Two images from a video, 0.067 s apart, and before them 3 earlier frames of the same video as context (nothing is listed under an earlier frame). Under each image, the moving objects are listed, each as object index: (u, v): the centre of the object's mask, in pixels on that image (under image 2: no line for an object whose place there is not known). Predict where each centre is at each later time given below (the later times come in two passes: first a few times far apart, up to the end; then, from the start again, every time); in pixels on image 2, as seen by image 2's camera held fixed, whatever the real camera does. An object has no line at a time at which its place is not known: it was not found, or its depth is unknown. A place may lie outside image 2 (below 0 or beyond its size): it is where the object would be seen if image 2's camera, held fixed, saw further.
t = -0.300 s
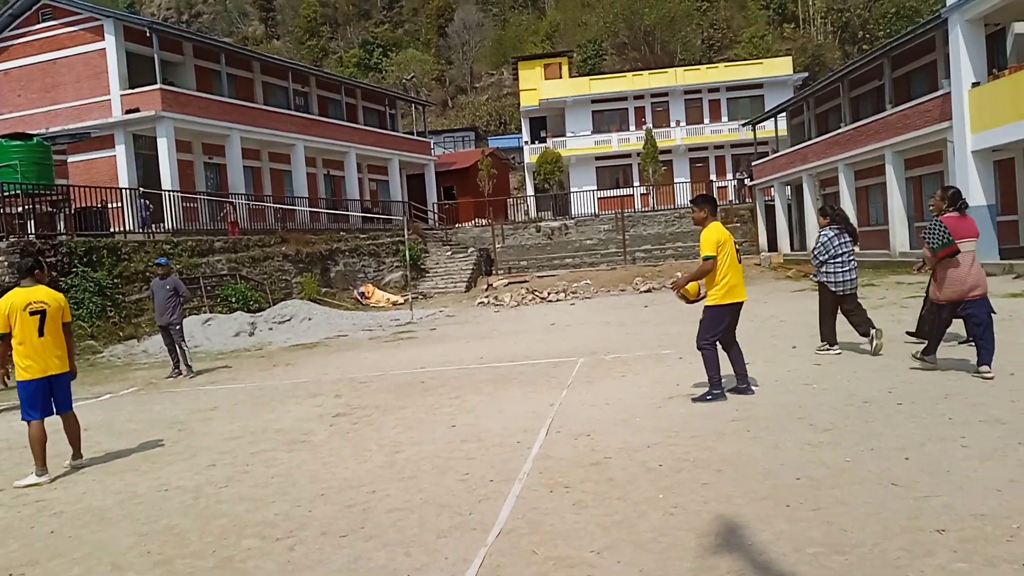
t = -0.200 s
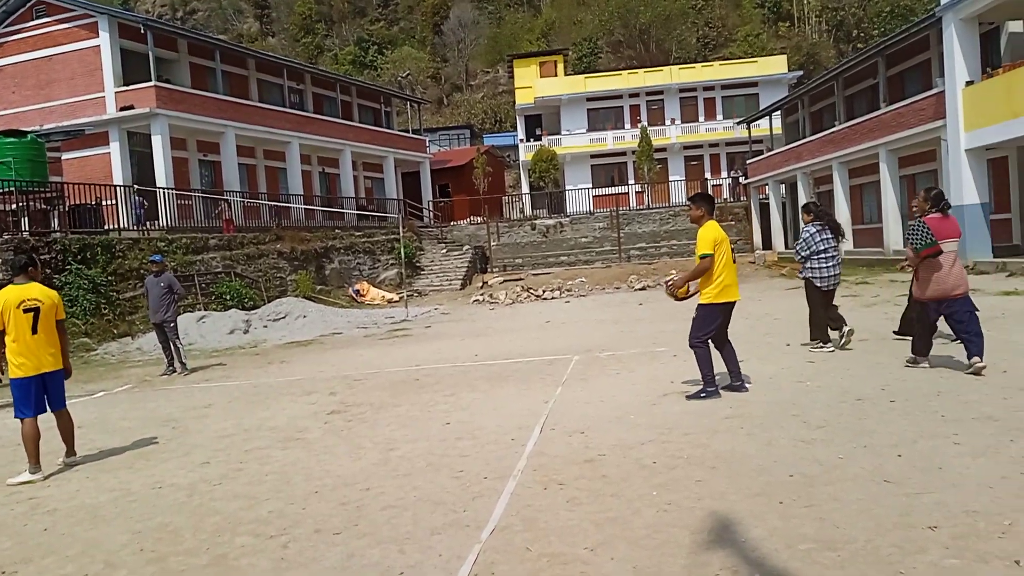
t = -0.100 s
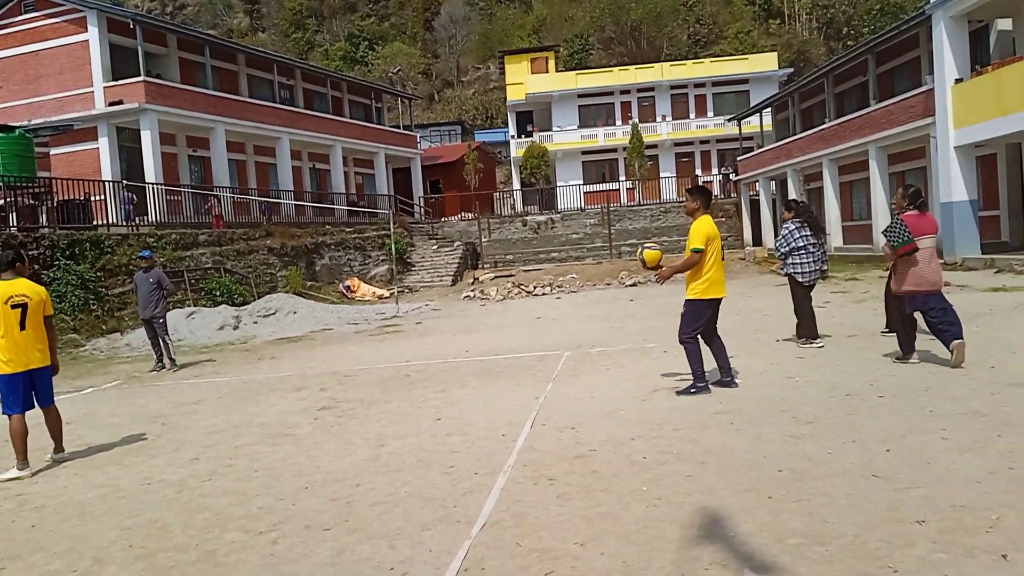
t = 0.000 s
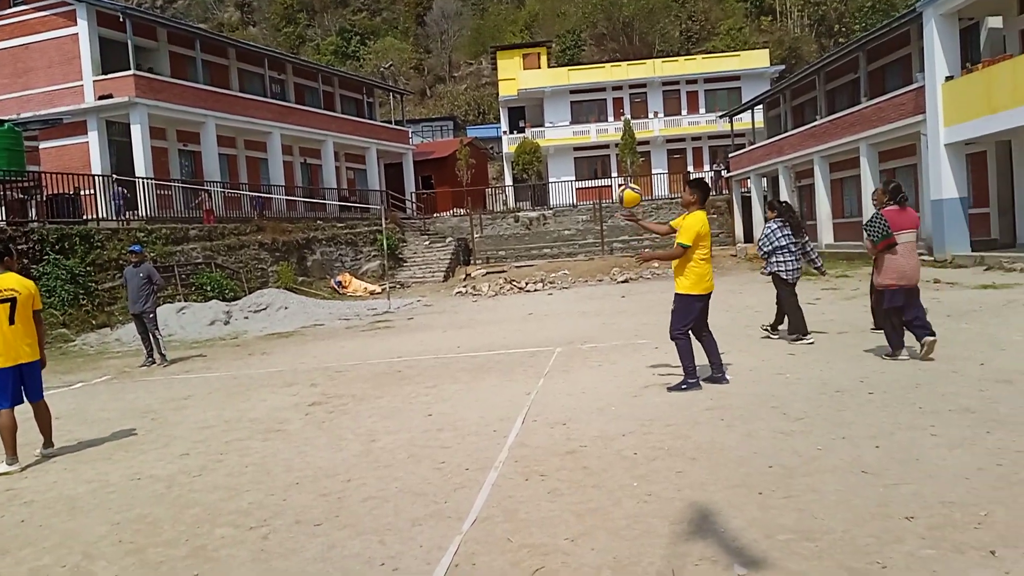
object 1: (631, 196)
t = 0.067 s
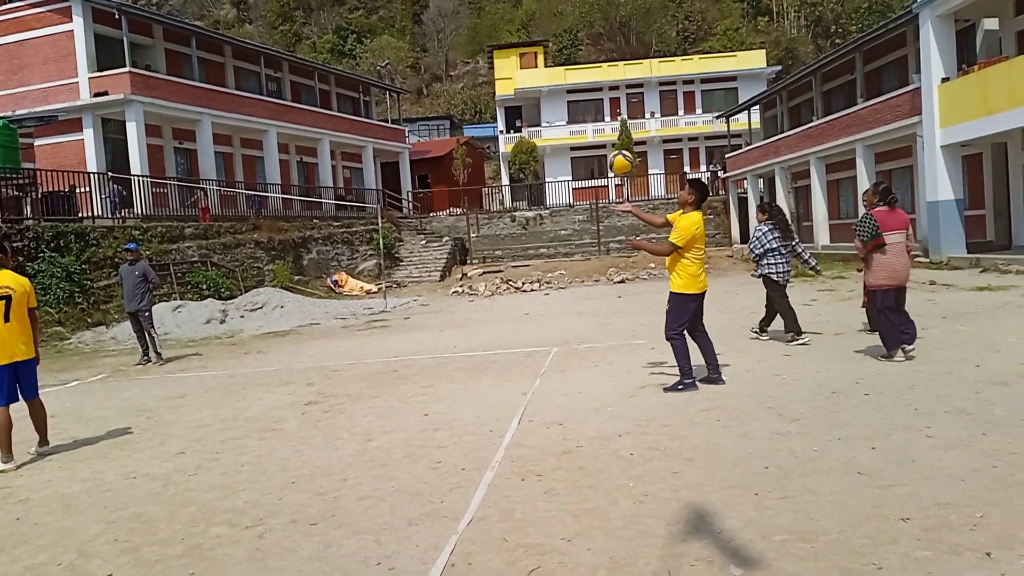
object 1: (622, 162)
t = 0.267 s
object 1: (607, 93)
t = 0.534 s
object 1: (593, 73)
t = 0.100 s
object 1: (620, 148)
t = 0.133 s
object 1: (617, 134)
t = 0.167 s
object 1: (614, 122)
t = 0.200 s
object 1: (612, 110)
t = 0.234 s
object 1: (609, 101)
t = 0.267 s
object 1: (607, 93)
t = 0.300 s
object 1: (604, 86)
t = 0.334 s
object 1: (602, 80)
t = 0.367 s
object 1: (600, 76)
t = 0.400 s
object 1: (598, 72)
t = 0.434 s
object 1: (597, 70)
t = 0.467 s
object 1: (595, 70)
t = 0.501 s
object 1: (594, 71)
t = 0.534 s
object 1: (593, 73)
